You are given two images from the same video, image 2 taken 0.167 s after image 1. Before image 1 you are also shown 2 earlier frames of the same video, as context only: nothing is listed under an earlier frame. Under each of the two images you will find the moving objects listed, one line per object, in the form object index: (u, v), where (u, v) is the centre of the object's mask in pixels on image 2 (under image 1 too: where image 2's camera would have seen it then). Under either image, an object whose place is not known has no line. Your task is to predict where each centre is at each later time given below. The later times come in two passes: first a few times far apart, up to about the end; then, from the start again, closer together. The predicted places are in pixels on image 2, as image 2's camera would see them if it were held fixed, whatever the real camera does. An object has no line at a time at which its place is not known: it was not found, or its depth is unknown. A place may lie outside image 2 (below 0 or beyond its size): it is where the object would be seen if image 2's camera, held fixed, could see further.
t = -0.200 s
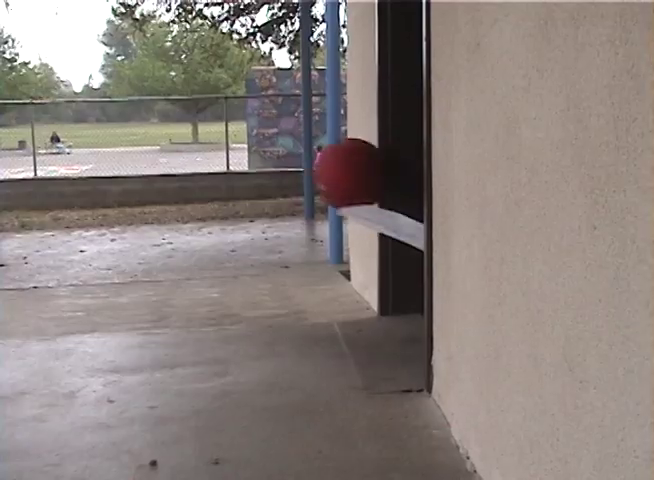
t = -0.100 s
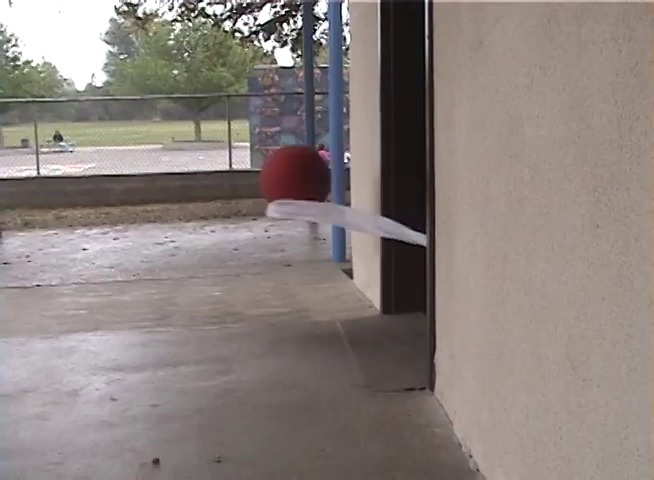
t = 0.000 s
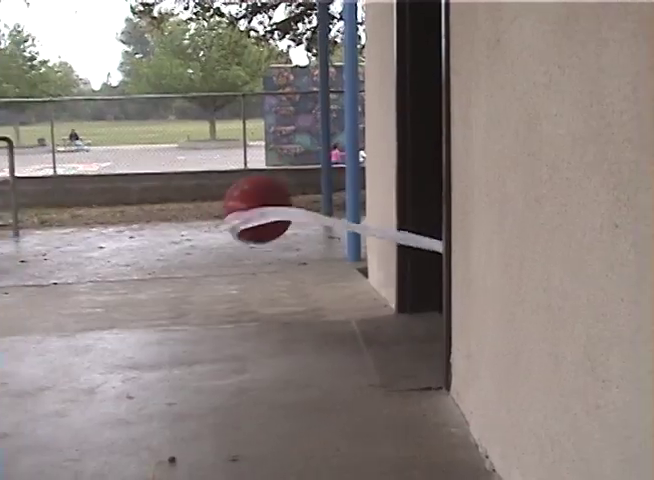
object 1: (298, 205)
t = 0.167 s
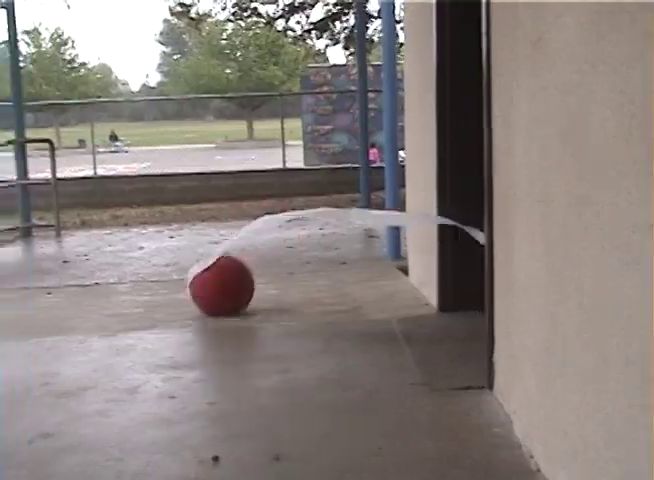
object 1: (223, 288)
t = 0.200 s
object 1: (216, 276)
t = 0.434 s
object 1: (144, 218)
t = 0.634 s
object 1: (106, 258)
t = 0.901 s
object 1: (81, 237)
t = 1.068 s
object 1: (41, 254)
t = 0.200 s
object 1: (216, 276)
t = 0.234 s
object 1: (198, 247)
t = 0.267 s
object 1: (187, 233)
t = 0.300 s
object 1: (180, 229)
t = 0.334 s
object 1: (170, 223)
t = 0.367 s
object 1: (160, 218)
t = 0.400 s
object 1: (152, 217)
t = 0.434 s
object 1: (144, 218)
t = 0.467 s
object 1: (138, 221)
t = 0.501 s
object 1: (133, 224)
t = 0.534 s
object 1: (127, 230)
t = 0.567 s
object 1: (121, 237)
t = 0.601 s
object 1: (114, 246)
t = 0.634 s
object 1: (106, 258)
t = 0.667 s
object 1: (101, 271)
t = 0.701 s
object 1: (96, 277)
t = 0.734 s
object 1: (89, 264)
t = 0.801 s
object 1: (68, 250)
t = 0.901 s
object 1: (81, 237)
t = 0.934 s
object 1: (76, 235)
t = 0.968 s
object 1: (70, 236)
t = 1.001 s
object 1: (60, 243)
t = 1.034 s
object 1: (43, 251)
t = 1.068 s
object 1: (41, 254)
